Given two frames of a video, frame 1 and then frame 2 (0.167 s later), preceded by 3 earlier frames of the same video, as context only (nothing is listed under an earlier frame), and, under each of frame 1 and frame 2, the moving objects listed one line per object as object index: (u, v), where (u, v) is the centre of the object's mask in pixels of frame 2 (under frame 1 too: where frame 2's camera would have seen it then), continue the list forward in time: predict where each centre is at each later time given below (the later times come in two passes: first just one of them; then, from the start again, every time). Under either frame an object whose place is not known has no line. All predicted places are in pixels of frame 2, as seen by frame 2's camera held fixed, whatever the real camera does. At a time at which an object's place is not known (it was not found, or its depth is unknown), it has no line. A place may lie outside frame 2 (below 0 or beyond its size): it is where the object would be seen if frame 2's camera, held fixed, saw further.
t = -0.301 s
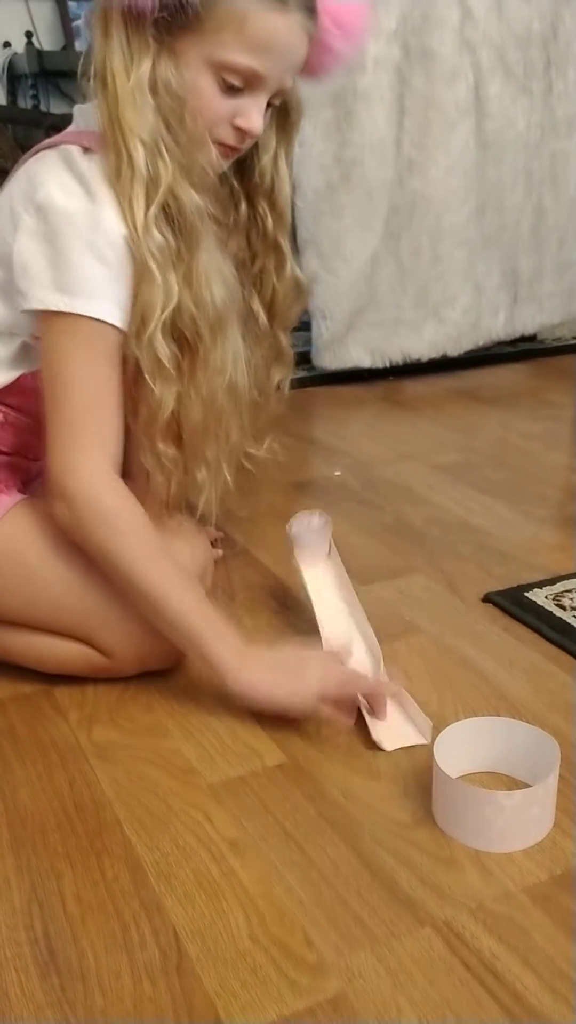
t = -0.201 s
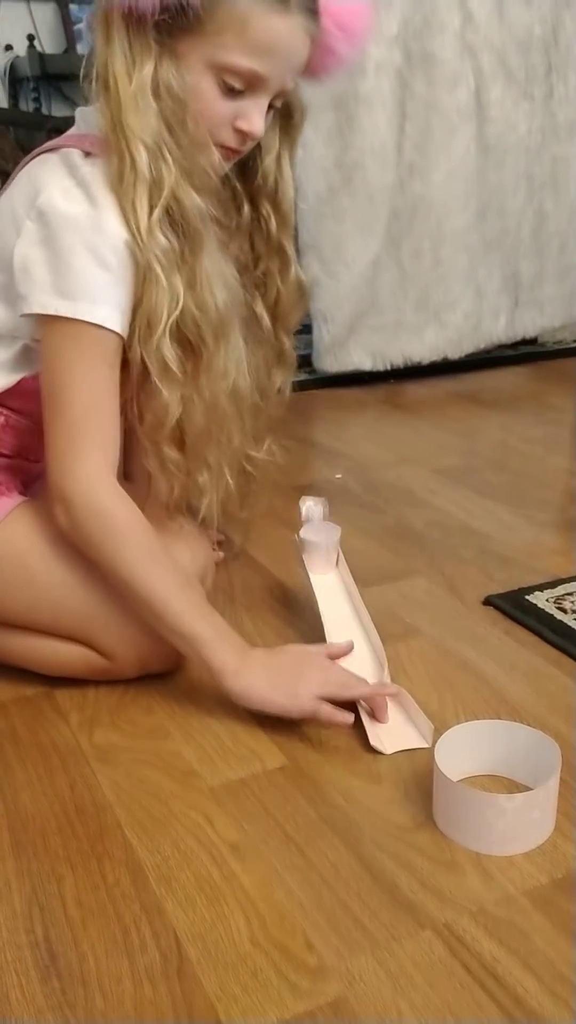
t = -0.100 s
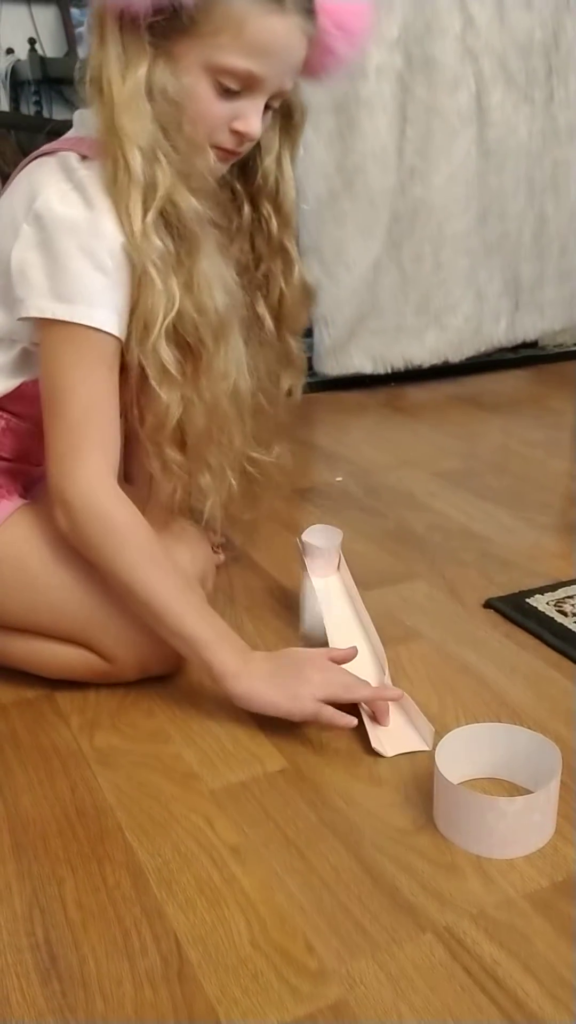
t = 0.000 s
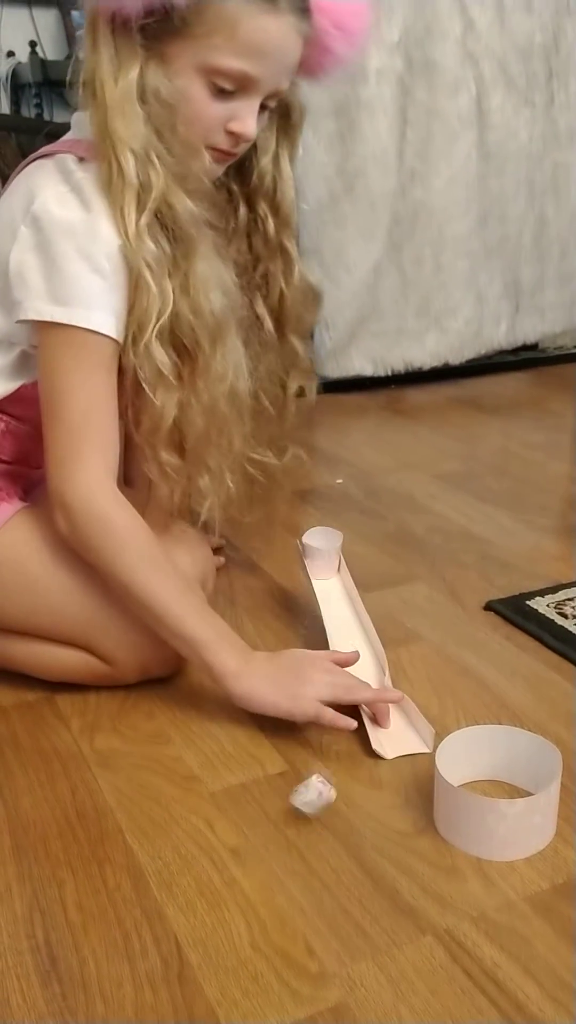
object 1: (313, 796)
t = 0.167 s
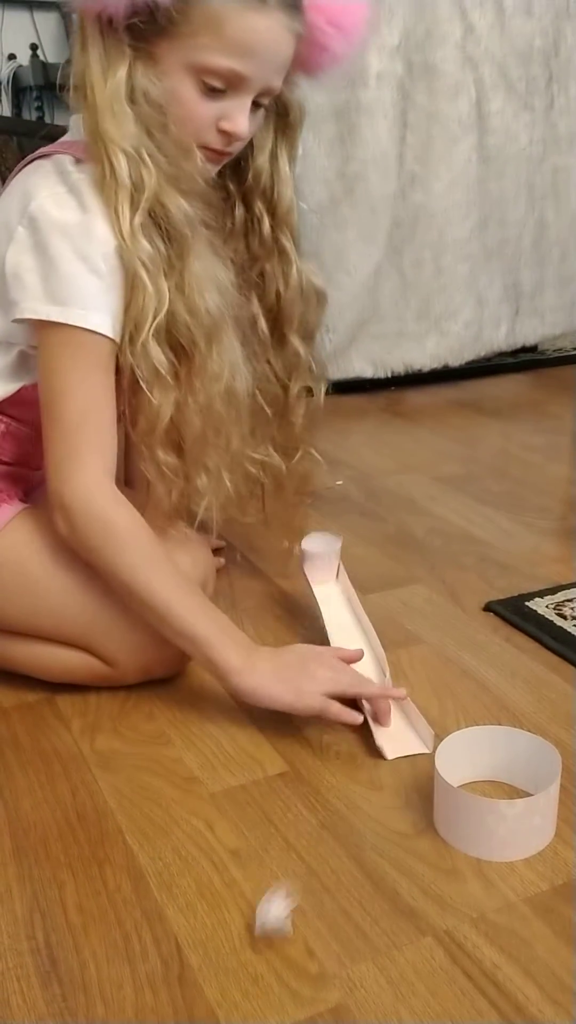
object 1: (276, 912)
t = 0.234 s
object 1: (262, 958)
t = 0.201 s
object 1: (267, 939)
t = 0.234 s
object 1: (262, 958)
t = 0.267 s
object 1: (258, 974)
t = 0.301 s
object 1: (257, 985)
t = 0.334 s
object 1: (259, 995)
